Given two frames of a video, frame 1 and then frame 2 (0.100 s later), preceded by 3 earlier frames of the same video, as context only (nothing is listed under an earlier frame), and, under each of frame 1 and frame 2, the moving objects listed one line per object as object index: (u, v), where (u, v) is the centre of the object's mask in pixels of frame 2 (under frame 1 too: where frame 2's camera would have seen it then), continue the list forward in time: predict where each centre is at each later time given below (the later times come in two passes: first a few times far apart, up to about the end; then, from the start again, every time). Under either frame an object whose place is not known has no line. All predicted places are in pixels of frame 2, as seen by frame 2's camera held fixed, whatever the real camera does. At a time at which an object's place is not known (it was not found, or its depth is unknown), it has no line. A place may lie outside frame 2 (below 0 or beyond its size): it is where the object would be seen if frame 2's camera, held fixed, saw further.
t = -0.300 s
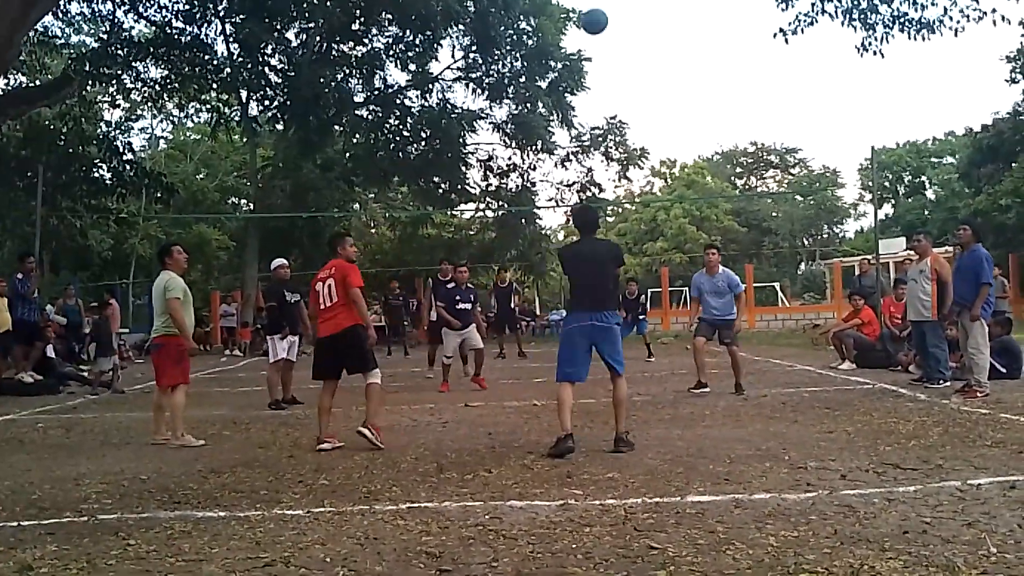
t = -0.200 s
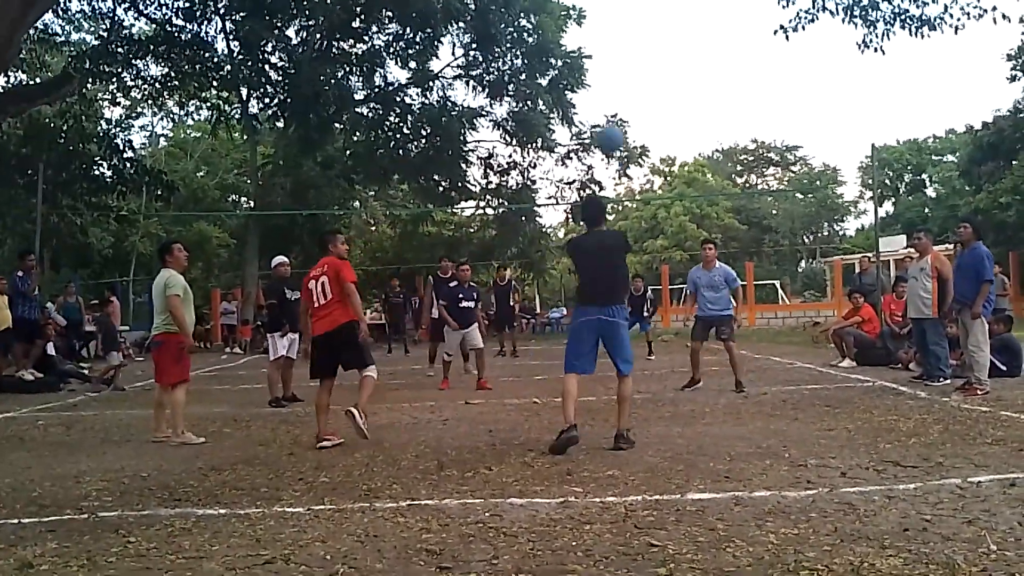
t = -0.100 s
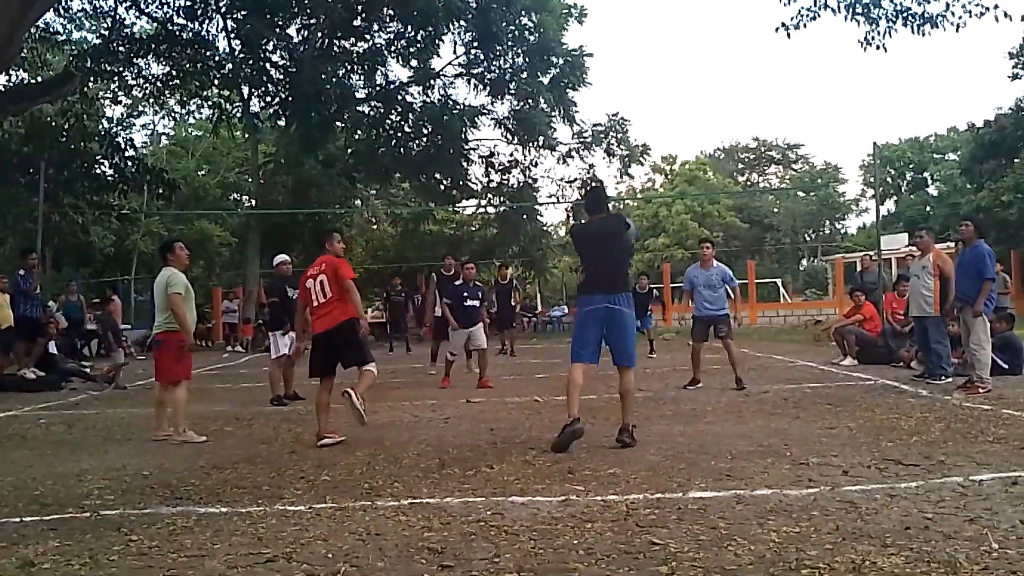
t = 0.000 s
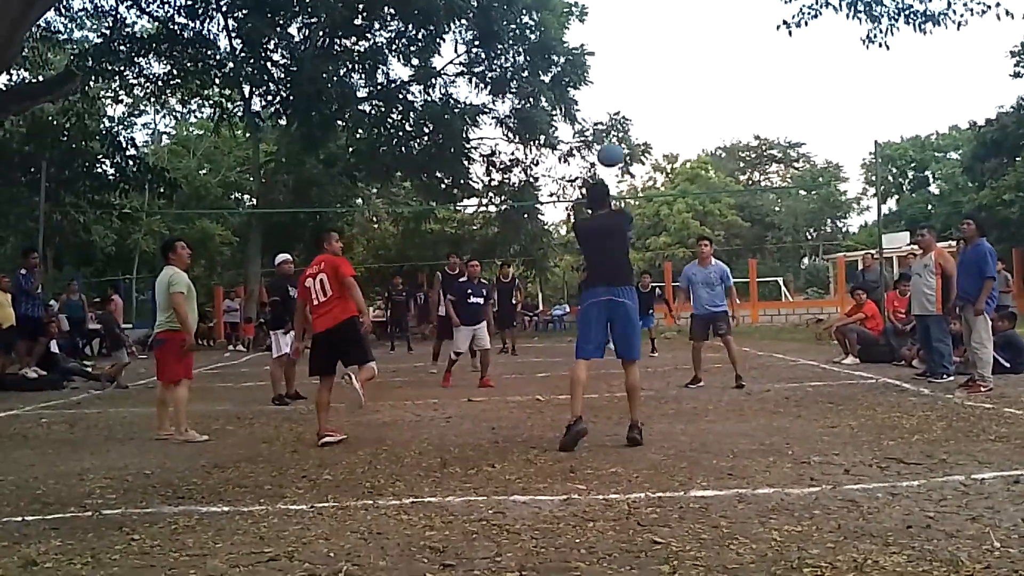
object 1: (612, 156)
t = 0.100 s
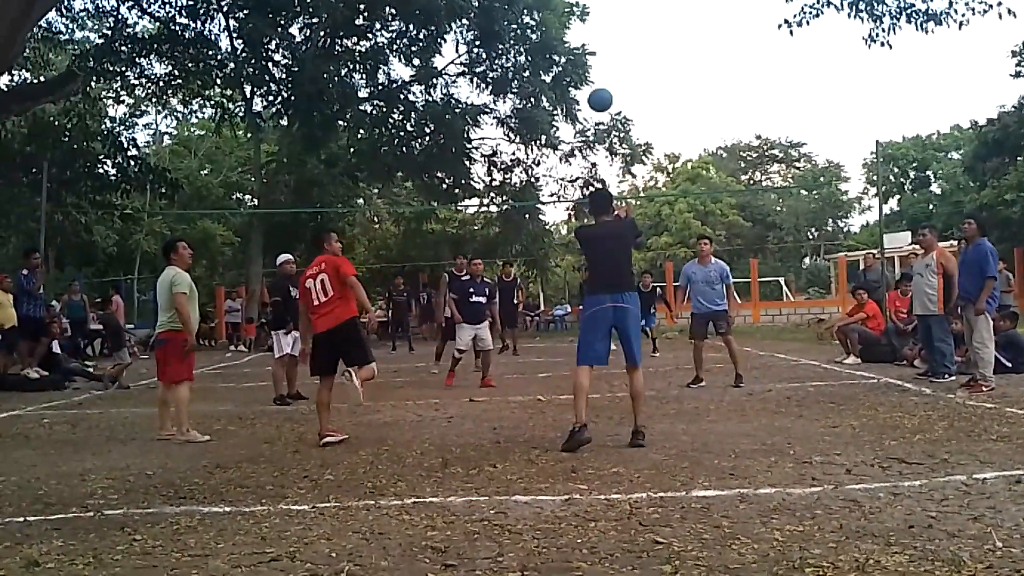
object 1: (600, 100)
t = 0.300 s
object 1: (580, 34)
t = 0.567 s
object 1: (557, 25)
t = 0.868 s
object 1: (541, 102)
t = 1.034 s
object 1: (532, 174)
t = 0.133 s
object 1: (596, 85)
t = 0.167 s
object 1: (593, 72)
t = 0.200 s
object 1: (590, 59)
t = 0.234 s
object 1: (586, 50)
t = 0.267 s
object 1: (583, 41)
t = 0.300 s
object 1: (580, 34)
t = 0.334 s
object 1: (577, 28)
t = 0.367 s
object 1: (573, 24)
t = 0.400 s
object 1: (571, 22)
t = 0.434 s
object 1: (568, 20)
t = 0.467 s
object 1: (565, 19)
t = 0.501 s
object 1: (563, 20)
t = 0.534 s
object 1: (561, 22)
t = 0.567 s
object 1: (557, 25)
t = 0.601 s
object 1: (556, 29)
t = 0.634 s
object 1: (552, 36)
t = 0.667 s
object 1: (551, 40)
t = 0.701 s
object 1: (549, 49)
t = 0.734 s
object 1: (547, 57)
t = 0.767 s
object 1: (546, 67)
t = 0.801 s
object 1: (544, 78)
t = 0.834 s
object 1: (542, 89)
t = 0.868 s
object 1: (541, 102)
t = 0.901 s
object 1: (539, 115)
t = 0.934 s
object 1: (537, 129)
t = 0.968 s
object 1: (535, 142)
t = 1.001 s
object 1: (535, 159)
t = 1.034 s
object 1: (532, 174)
